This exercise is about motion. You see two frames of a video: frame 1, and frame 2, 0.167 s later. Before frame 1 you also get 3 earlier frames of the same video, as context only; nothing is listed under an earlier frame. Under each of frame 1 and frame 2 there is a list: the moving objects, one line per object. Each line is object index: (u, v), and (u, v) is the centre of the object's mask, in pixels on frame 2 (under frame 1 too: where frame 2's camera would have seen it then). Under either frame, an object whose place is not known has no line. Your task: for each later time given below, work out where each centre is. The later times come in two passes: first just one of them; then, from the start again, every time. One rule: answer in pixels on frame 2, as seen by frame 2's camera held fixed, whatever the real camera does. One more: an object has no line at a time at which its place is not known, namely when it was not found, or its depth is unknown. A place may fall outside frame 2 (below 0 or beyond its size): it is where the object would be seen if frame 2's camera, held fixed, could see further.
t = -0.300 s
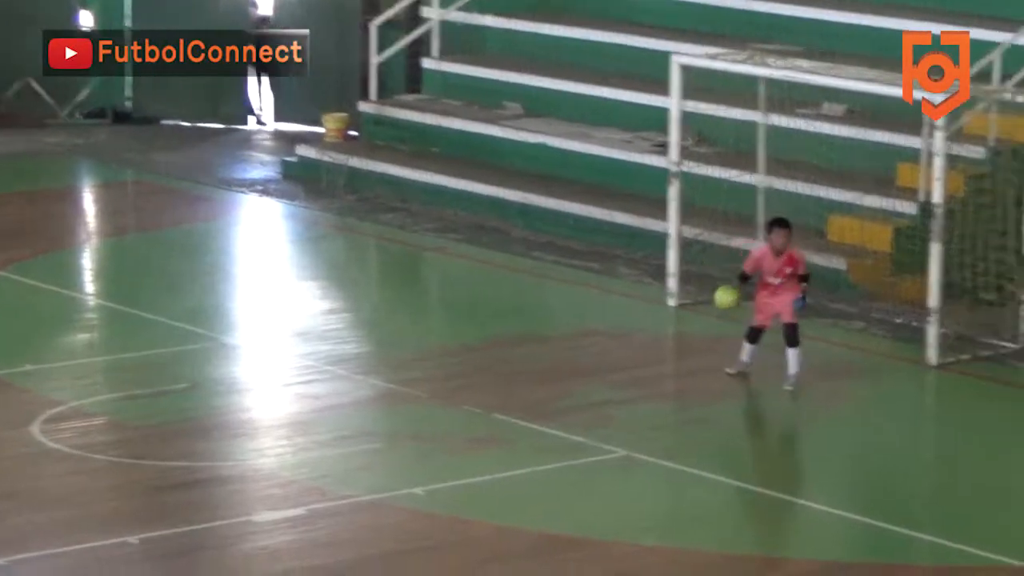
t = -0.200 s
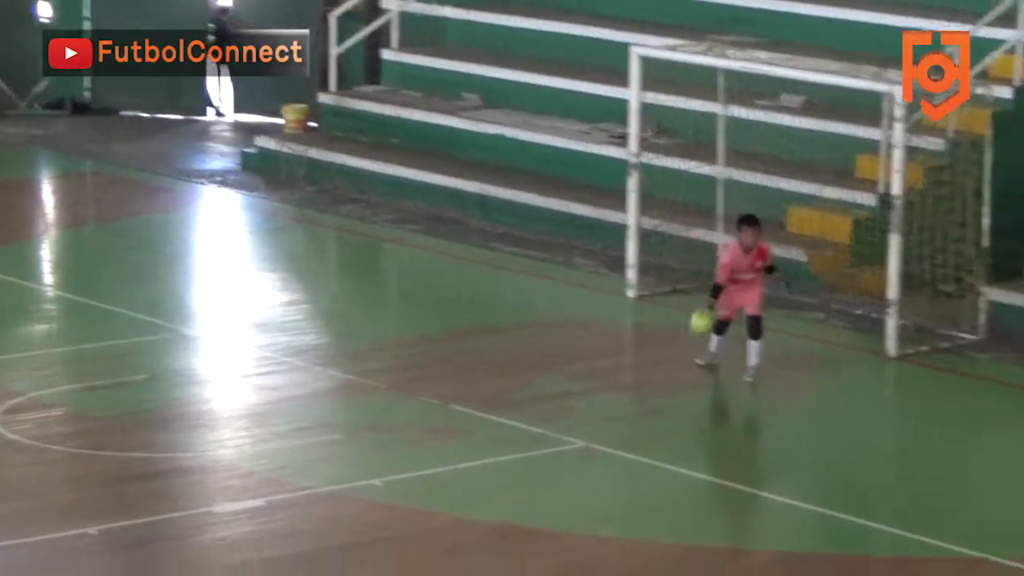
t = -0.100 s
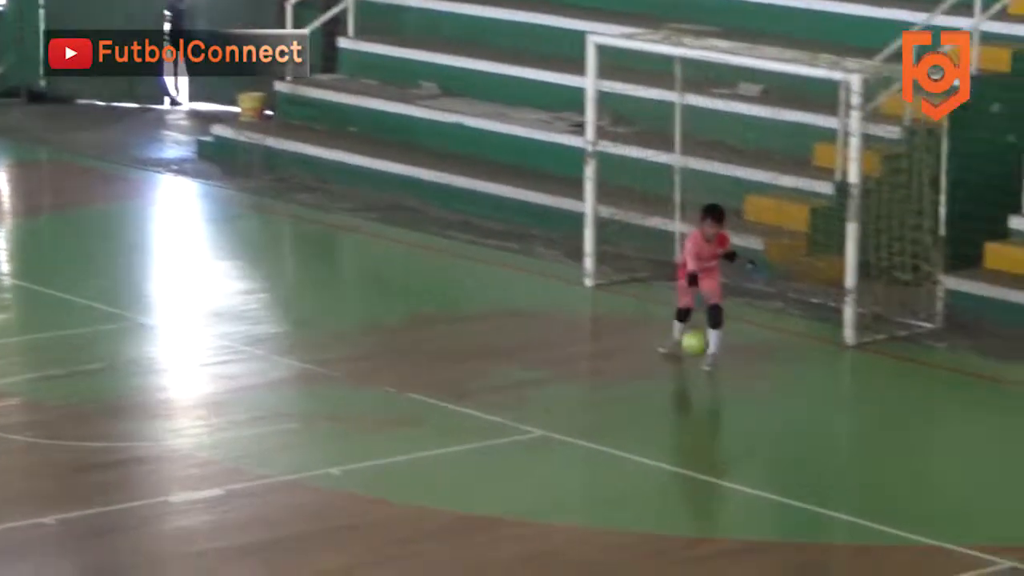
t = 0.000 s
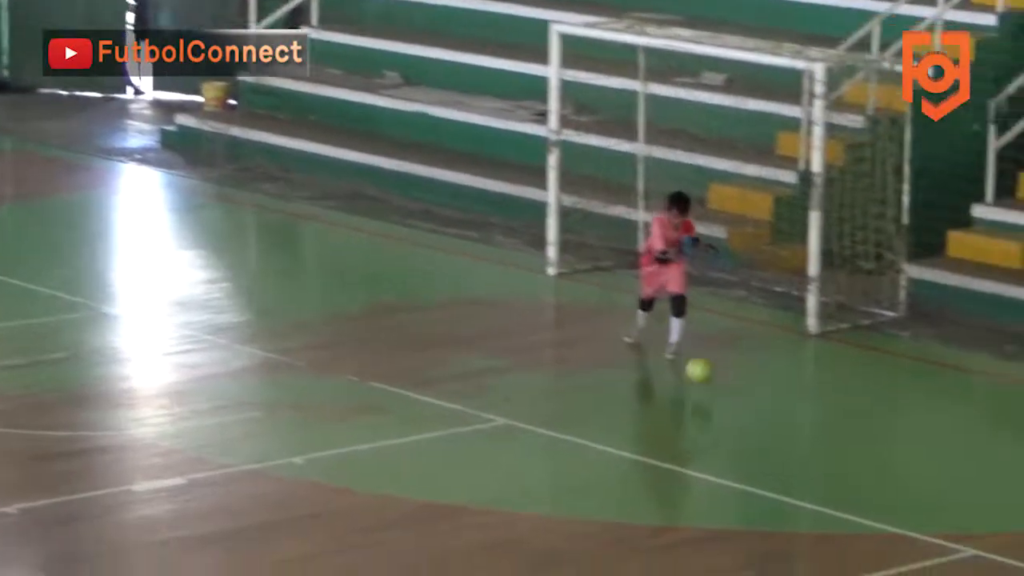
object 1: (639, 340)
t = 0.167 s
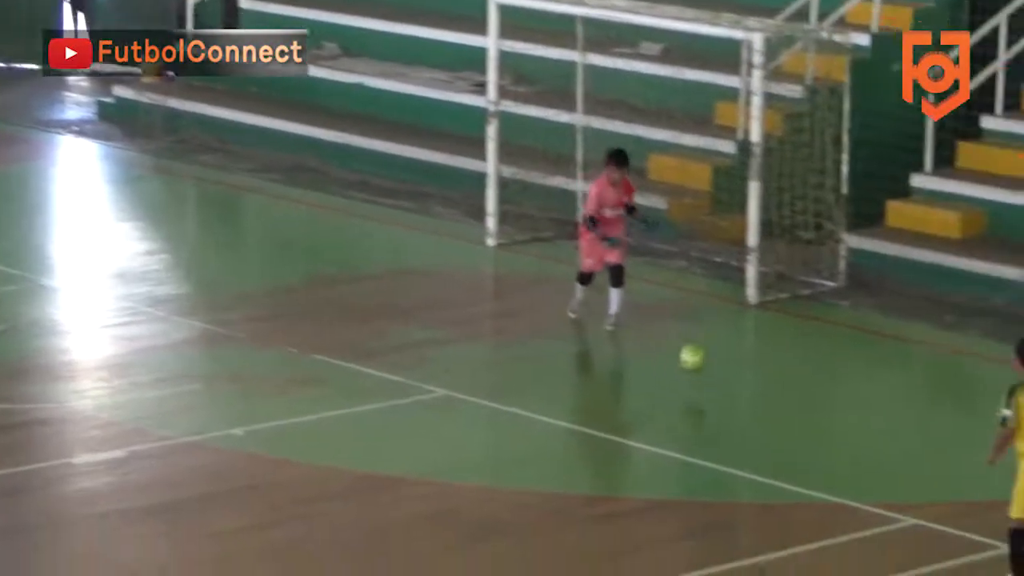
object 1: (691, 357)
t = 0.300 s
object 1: (732, 381)
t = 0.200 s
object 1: (702, 361)
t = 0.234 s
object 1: (712, 365)
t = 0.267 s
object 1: (722, 372)
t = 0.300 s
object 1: (732, 381)
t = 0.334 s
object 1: (741, 391)
